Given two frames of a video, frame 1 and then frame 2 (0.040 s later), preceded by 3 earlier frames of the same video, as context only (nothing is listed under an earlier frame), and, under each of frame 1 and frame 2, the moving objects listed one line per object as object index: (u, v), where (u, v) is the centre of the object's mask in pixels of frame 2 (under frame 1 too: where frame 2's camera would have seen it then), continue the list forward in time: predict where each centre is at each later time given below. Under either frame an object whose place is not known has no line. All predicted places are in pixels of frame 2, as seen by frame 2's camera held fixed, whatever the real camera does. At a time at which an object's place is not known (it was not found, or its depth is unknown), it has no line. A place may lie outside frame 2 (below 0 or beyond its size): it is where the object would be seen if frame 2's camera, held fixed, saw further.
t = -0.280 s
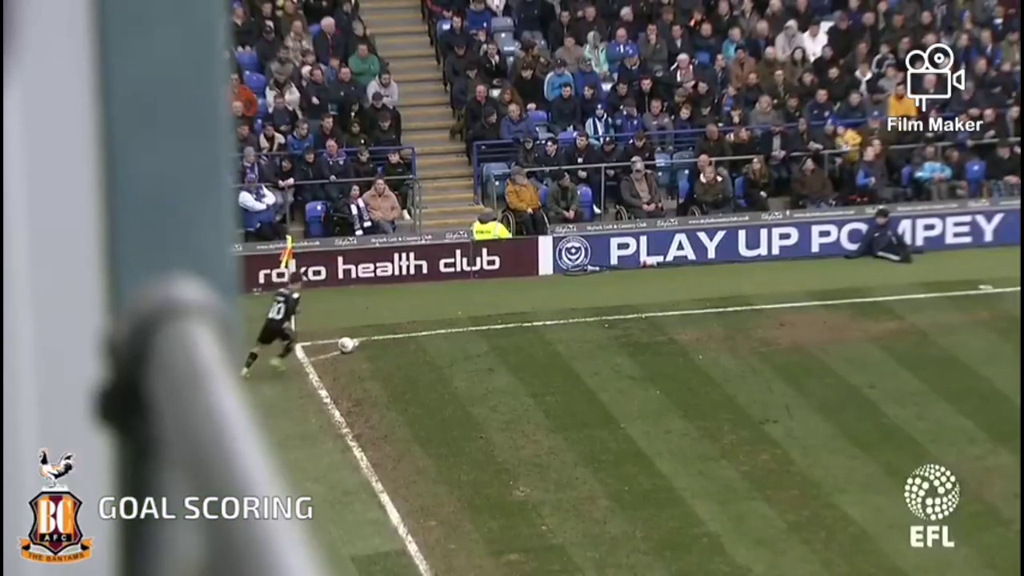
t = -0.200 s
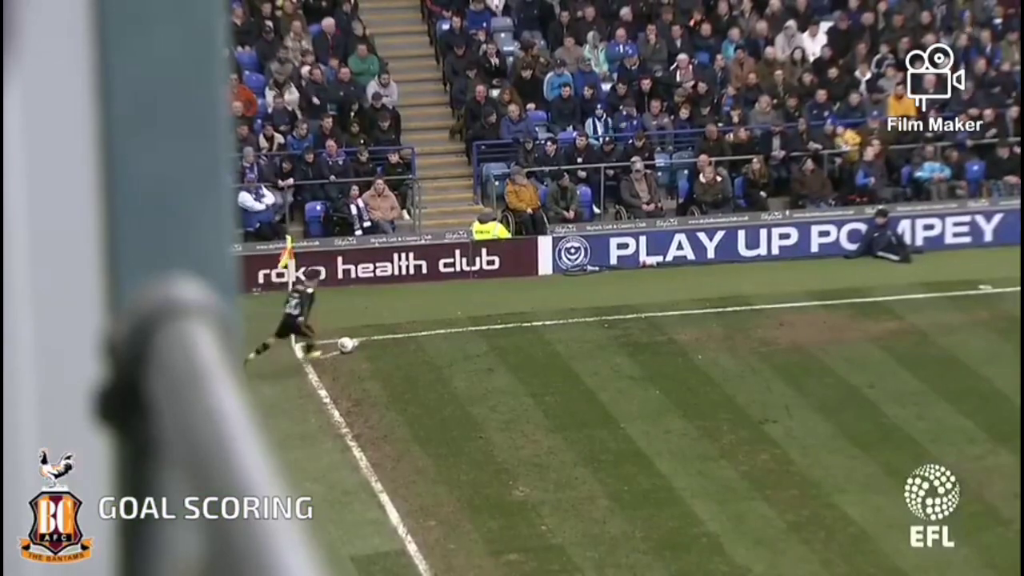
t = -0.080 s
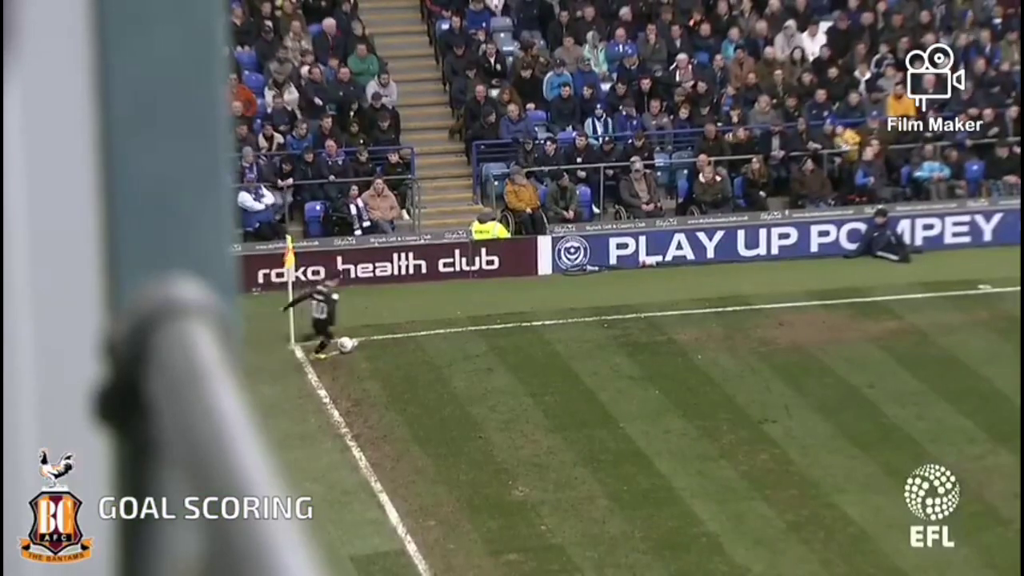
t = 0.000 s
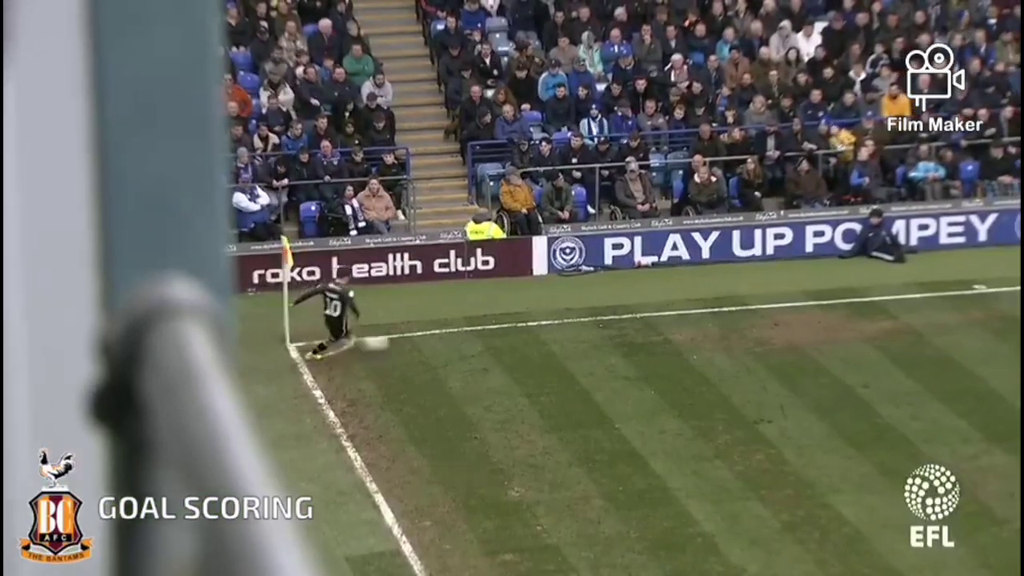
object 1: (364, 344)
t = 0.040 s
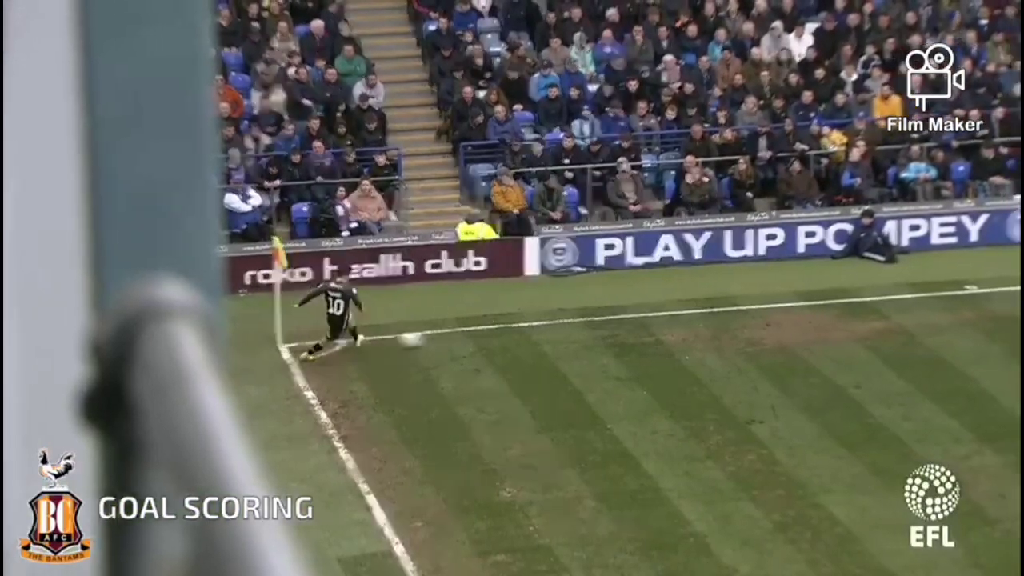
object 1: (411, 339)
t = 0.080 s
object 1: (455, 335)
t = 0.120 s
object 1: (498, 330)
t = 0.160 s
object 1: (540, 327)
